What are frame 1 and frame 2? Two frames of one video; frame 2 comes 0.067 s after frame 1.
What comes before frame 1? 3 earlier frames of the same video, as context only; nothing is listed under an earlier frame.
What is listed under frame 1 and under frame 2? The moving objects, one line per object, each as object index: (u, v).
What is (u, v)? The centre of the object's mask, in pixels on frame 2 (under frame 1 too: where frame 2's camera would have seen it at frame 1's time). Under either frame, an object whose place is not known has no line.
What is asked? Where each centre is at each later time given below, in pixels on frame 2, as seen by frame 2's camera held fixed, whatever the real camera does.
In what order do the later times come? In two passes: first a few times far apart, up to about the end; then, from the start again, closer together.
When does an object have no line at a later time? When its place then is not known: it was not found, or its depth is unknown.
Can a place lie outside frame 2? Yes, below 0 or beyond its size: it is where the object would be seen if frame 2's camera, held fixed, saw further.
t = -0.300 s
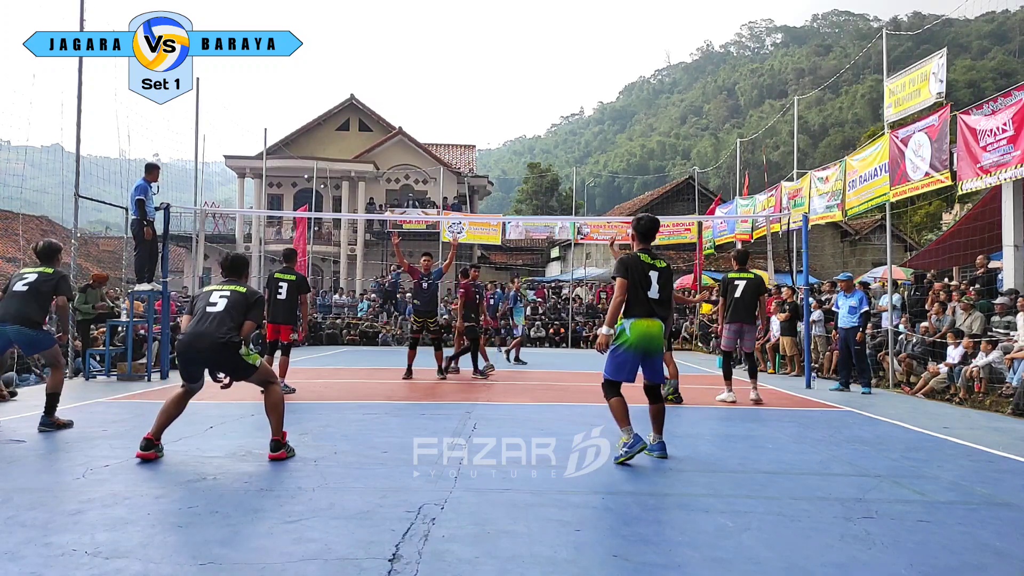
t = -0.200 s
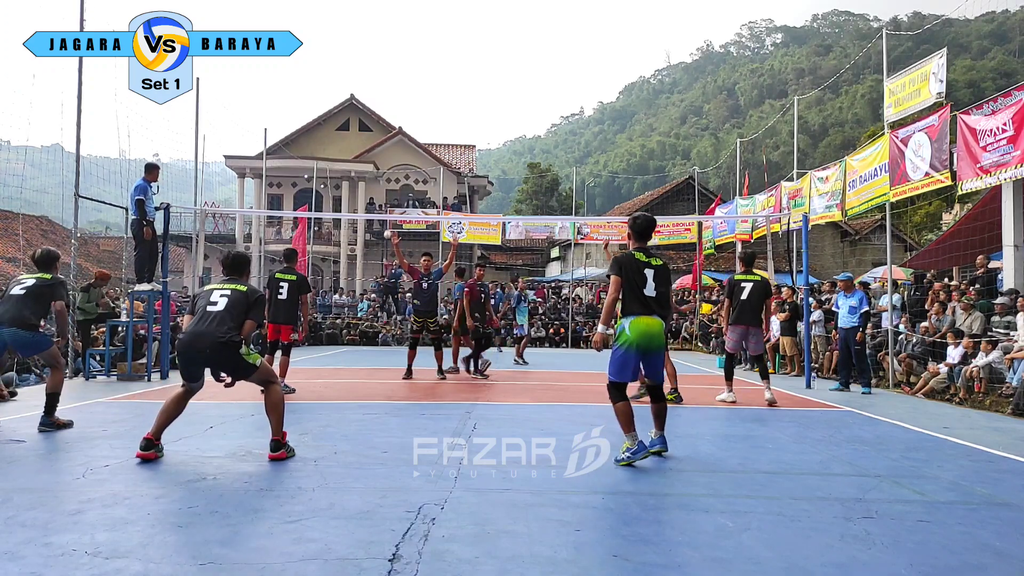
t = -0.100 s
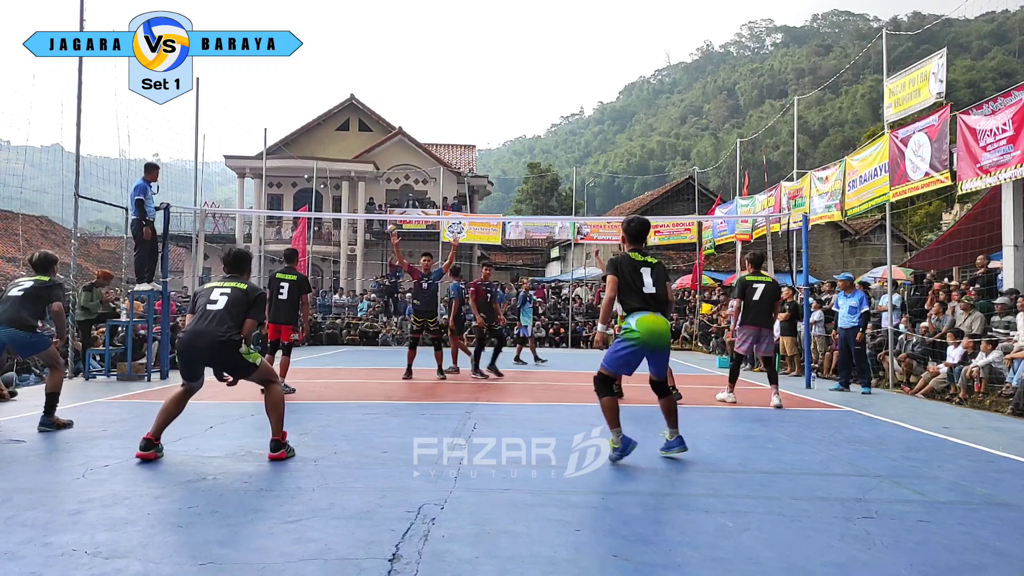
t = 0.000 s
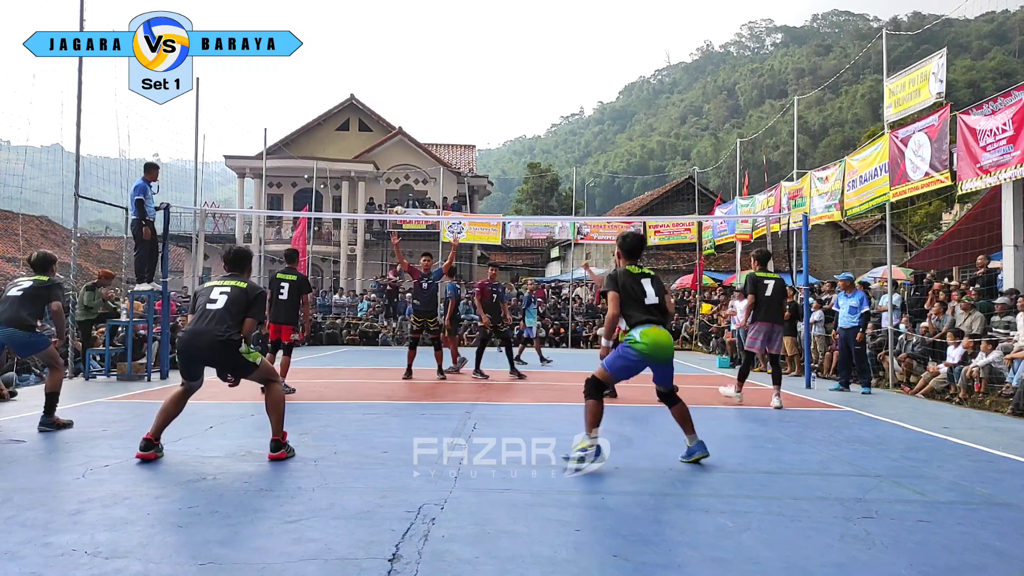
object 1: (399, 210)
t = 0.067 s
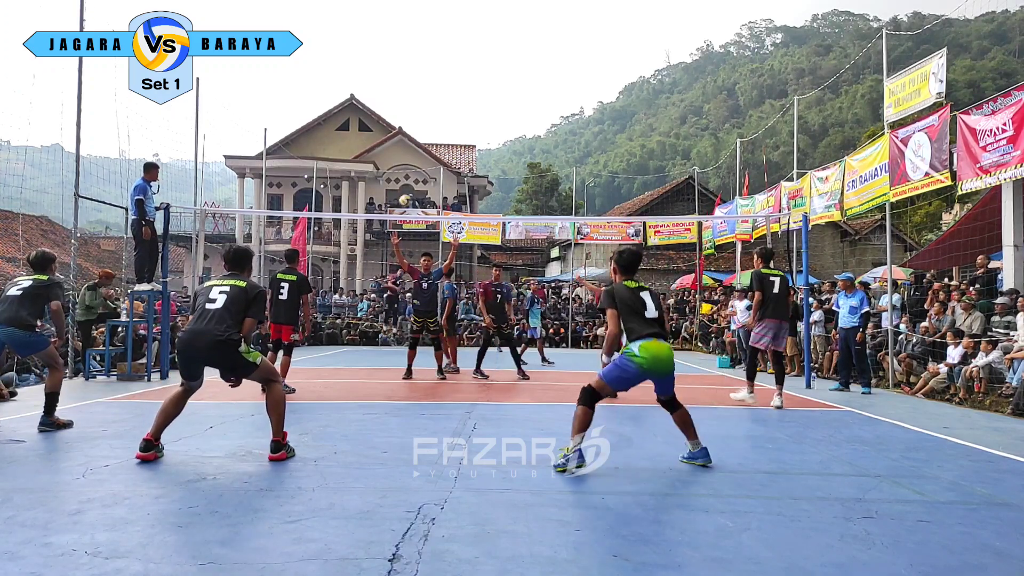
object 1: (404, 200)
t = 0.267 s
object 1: (436, 182)
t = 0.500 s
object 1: (526, 221)
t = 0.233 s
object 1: (429, 183)
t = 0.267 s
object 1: (436, 182)
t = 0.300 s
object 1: (444, 181)
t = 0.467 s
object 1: (507, 208)
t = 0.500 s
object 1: (526, 221)
